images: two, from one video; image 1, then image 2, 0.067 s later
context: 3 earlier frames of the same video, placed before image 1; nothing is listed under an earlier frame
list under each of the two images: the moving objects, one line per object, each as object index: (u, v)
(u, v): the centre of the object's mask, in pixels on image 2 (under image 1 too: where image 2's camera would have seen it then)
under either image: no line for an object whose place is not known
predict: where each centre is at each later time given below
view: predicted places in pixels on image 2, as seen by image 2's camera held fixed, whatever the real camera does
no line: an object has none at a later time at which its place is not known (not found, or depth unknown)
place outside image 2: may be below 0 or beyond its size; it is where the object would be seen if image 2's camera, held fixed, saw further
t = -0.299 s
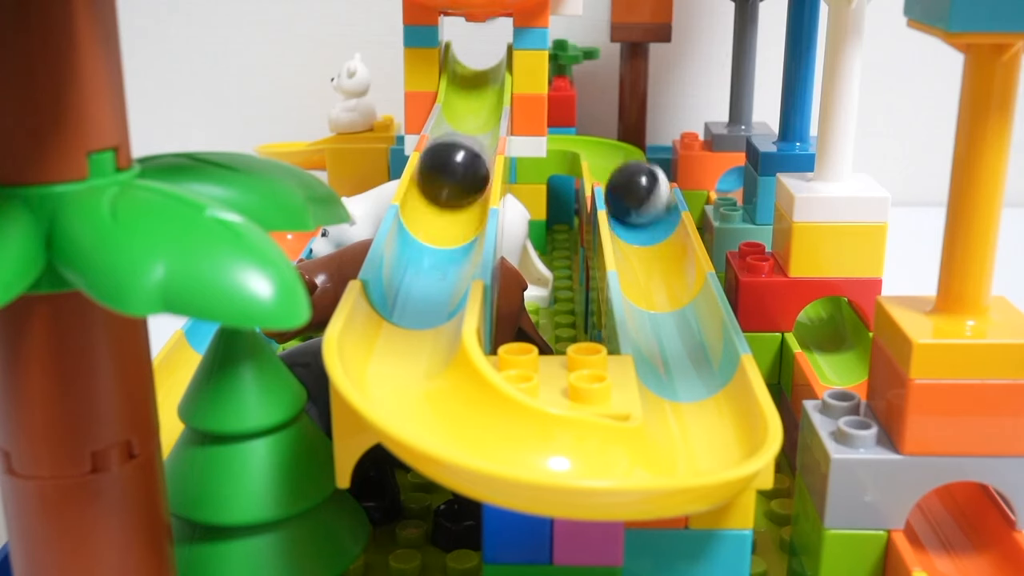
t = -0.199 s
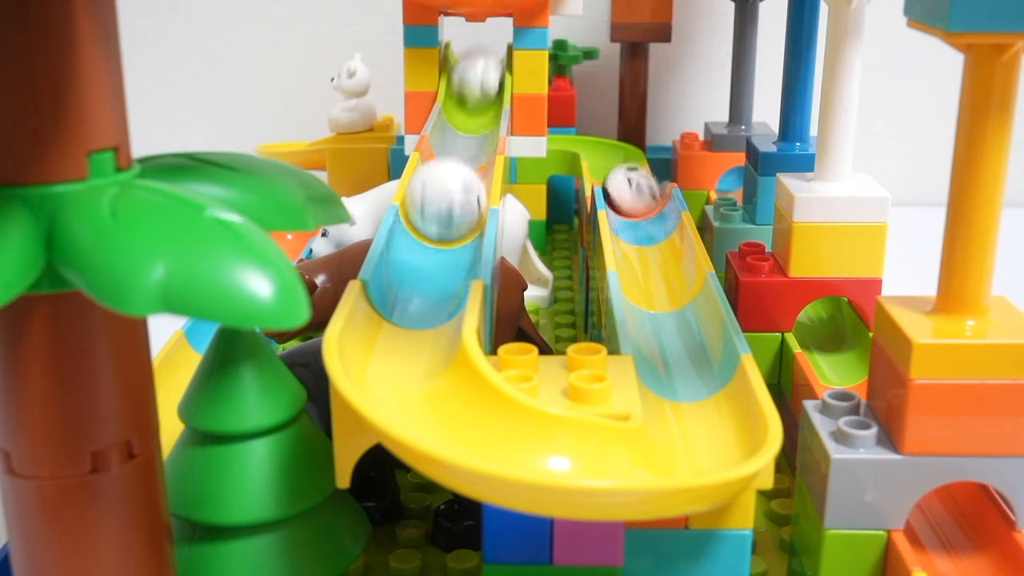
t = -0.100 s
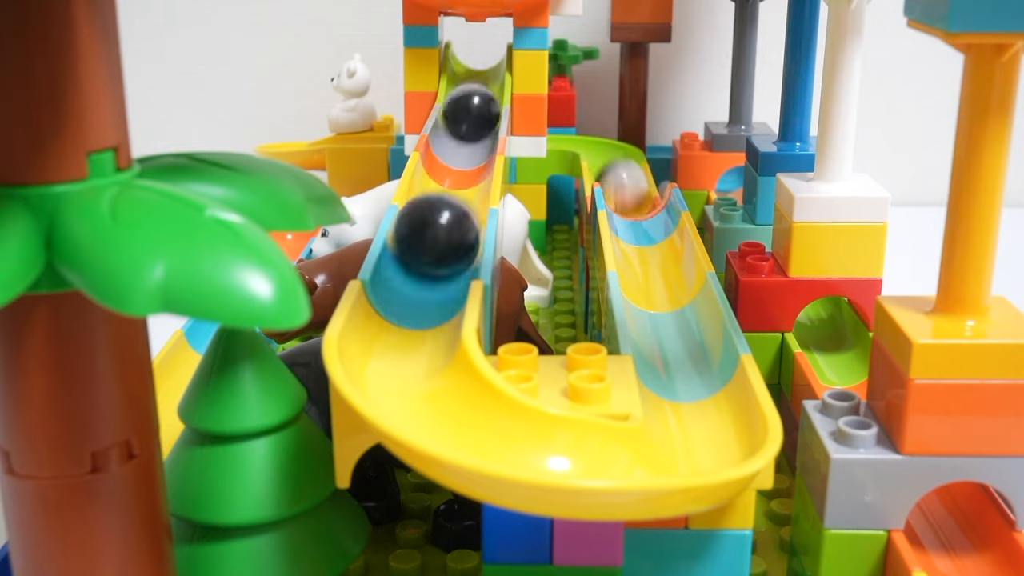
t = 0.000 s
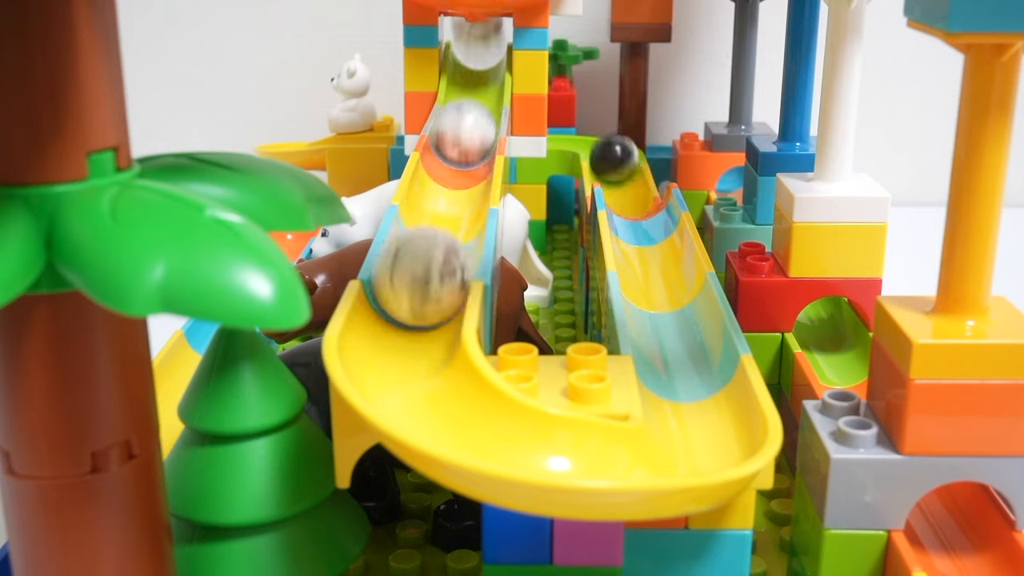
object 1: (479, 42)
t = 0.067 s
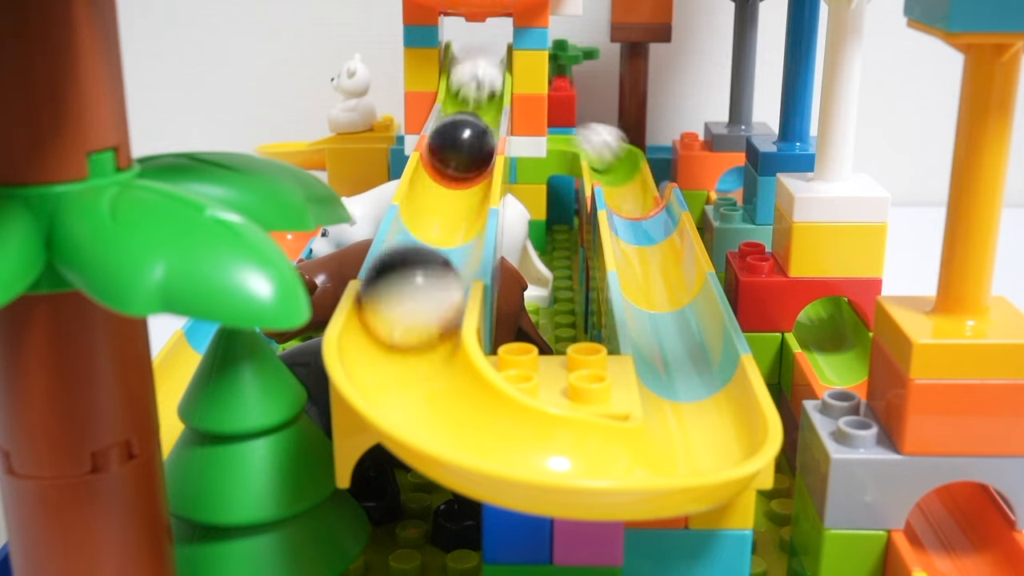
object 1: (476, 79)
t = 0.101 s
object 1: (474, 94)
